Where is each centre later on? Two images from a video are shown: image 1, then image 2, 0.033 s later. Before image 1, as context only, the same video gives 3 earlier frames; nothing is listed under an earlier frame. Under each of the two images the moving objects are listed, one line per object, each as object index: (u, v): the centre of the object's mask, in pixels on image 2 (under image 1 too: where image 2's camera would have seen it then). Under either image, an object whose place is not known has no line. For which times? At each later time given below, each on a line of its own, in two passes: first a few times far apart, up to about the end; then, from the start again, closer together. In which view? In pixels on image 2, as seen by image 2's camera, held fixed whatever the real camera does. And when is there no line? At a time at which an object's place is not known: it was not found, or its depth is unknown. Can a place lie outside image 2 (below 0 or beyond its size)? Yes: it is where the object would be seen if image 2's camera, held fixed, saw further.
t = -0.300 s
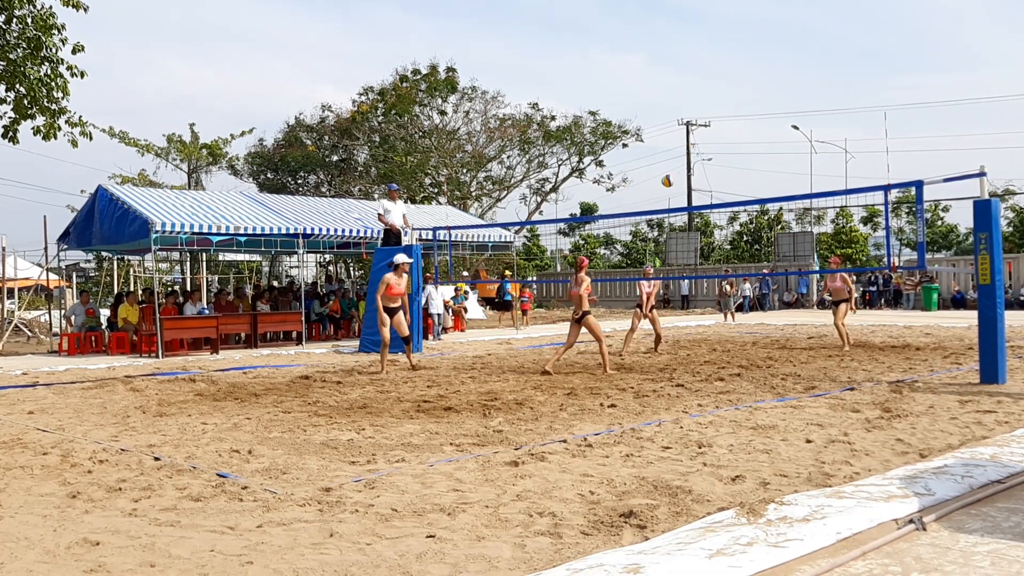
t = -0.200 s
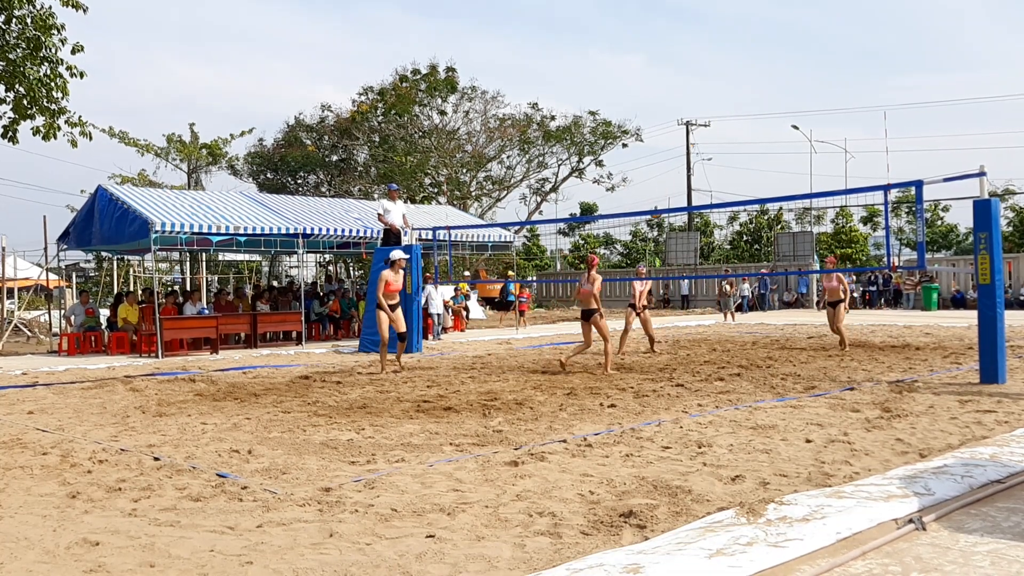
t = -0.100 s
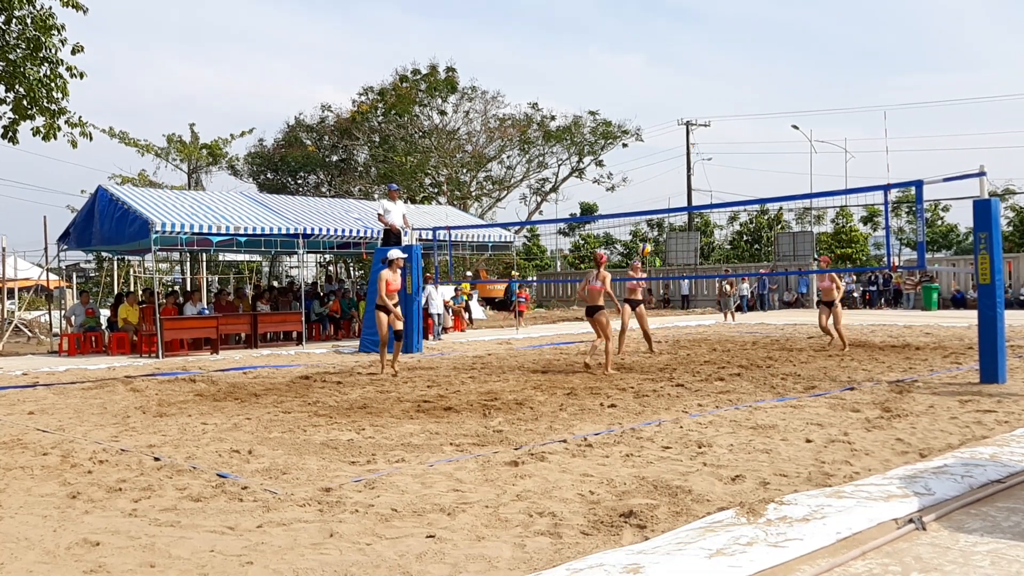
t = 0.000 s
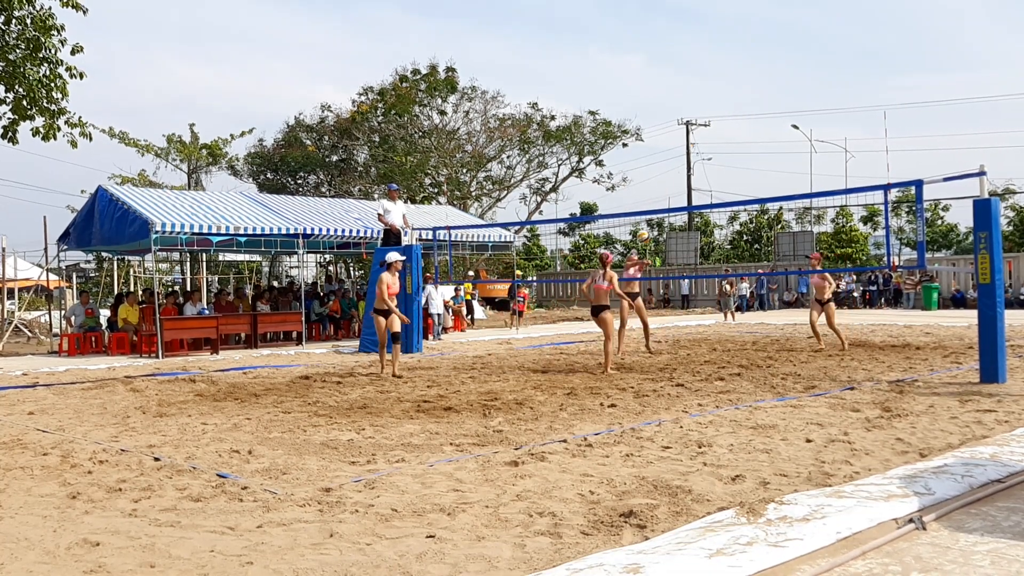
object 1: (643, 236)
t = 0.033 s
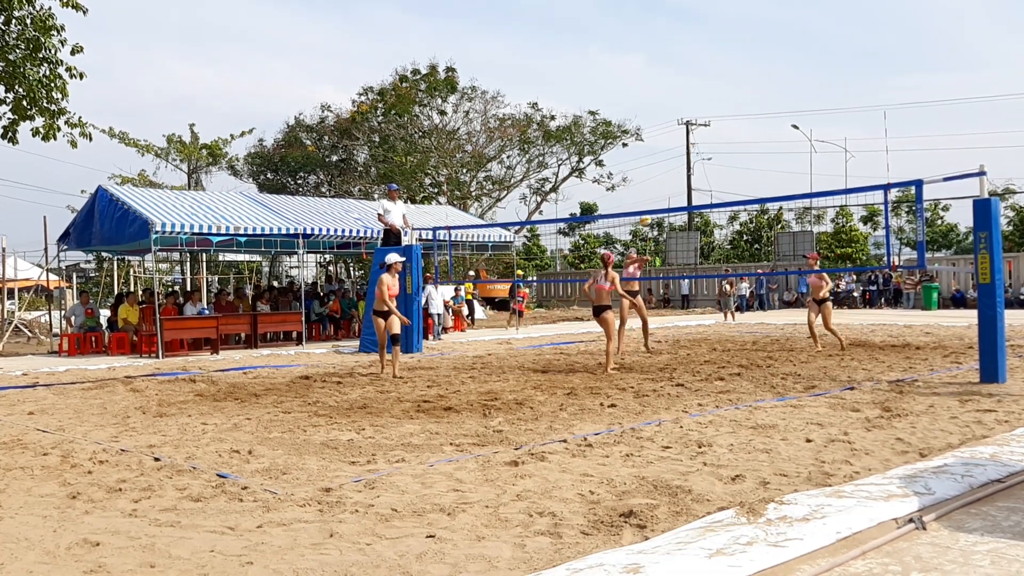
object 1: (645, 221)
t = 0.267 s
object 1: (663, 129)
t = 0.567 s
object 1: (688, 58)
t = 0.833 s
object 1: (712, 40)
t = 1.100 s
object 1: (740, 70)
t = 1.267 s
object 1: (758, 115)
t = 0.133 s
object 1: (652, 177)
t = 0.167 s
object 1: (655, 164)
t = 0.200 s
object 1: (658, 152)
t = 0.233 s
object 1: (660, 140)
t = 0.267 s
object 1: (663, 129)
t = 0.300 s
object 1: (665, 118)
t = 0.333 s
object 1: (668, 109)
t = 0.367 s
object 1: (671, 99)
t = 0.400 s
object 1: (673, 91)
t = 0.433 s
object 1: (676, 84)
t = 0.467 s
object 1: (679, 76)
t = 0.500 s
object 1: (682, 69)
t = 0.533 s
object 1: (685, 63)
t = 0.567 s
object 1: (688, 58)
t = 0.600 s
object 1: (691, 53)
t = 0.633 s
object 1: (694, 49)
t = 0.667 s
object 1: (697, 46)
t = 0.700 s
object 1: (700, 43)
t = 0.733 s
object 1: (703, 42)
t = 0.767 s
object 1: (706, 41)
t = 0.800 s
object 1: (709, 40)
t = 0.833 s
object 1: (712, 40)
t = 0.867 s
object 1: (716, 42)
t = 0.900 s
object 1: (719, 43)
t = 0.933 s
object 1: (722, 46)
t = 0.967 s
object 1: (726, 49)
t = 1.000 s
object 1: (729, 54)
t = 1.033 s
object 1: (733, 58)
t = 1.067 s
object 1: (736, 64)
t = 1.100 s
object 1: (740, 70)
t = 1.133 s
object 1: (743, 78)
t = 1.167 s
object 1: (747, 86)
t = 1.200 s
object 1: (751, 95)
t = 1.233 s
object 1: (754, 105)
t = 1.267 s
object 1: (758, 115)
